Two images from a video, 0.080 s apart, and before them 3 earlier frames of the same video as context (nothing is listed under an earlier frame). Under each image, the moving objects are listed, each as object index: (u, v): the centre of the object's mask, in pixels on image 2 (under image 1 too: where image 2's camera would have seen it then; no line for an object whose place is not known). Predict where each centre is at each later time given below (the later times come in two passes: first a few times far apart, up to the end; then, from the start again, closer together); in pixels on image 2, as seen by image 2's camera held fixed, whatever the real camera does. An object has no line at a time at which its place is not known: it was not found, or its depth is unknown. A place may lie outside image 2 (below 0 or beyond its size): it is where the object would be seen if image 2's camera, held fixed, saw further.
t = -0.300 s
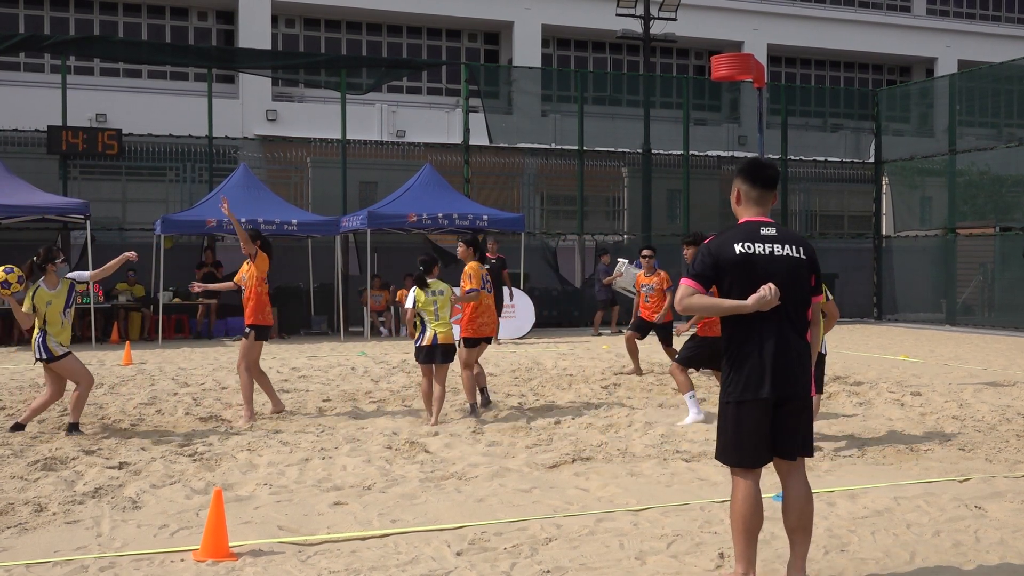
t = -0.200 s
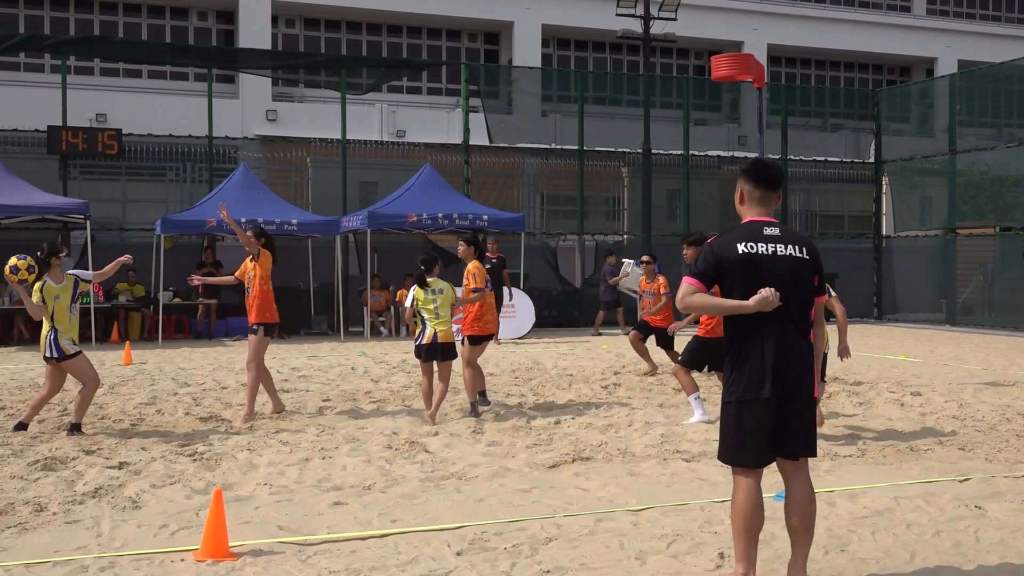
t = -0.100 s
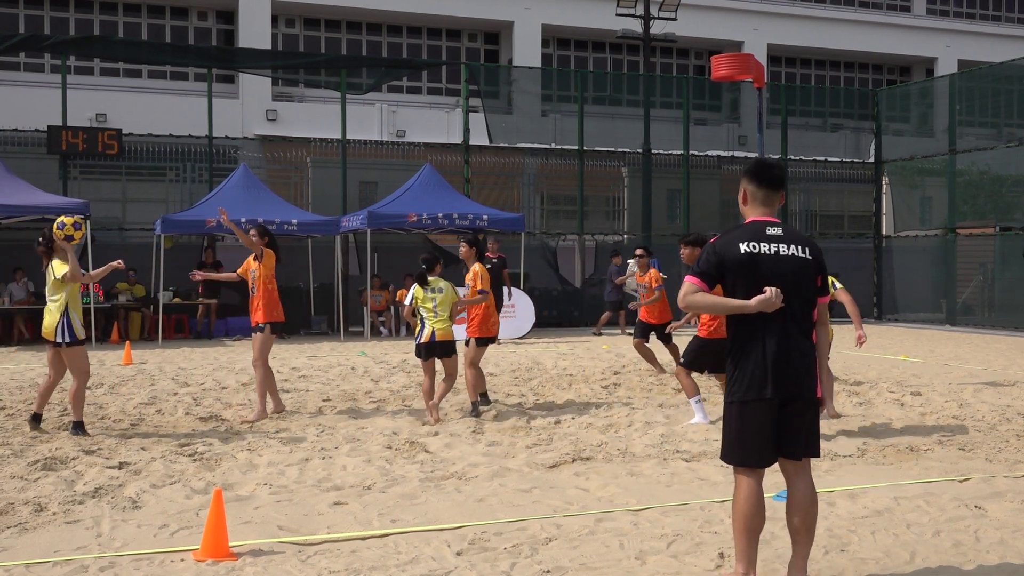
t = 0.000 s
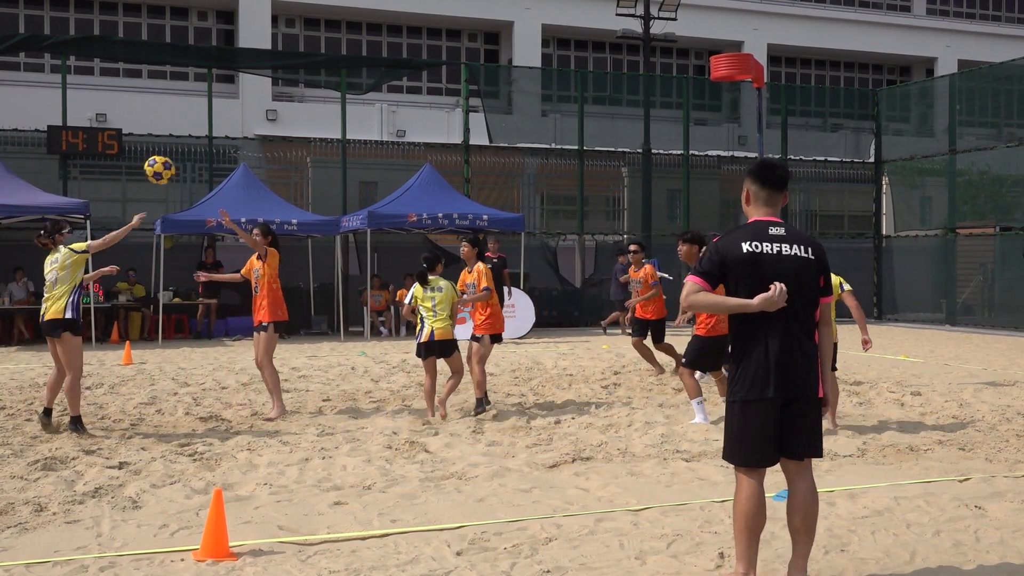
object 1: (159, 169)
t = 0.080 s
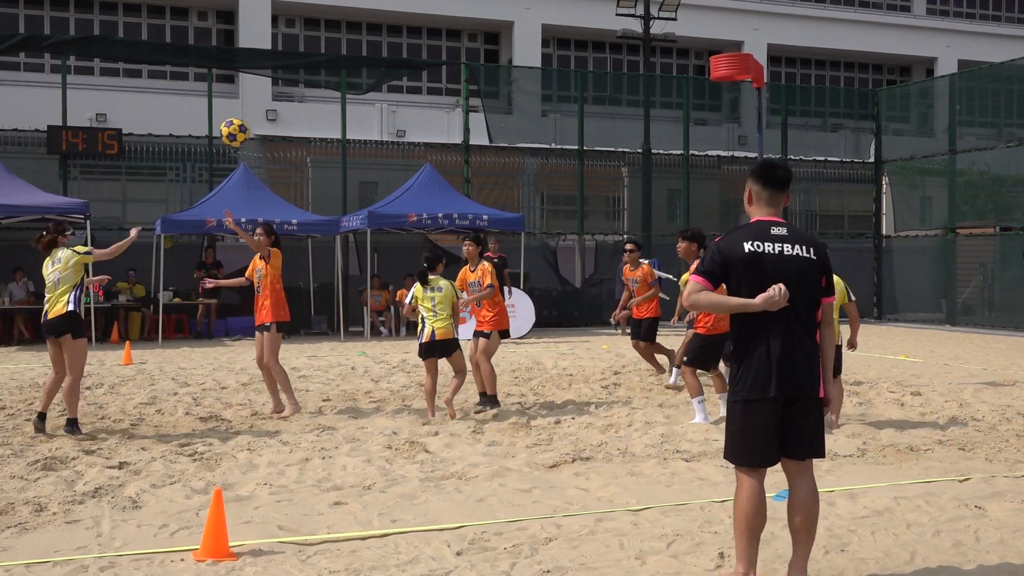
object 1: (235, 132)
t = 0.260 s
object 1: (390, 81)
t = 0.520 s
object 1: (584, 81)
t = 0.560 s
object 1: (612, 88)
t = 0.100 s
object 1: (253, 125)
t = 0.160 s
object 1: (306, 104)
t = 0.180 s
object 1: (323, 99)
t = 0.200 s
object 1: (340, 94)
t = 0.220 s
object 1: (357, 89)
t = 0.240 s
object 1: (374, 85)
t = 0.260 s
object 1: (390, 81)
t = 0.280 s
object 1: (406, 79)
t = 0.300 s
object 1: (422, 77)
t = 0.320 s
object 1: (438, 74)
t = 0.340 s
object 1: (453, 73)
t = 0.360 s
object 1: (469, 72)
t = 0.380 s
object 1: (484, 72)
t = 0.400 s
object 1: (499, 72)
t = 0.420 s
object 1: (513, 73)
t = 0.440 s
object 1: (528, 73)
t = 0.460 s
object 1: (542, 74)
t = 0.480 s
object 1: (556, 77)
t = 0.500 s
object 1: (571, 79)
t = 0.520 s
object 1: (584, 81)
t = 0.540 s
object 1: (598, 85)
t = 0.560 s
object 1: (612, 88)
